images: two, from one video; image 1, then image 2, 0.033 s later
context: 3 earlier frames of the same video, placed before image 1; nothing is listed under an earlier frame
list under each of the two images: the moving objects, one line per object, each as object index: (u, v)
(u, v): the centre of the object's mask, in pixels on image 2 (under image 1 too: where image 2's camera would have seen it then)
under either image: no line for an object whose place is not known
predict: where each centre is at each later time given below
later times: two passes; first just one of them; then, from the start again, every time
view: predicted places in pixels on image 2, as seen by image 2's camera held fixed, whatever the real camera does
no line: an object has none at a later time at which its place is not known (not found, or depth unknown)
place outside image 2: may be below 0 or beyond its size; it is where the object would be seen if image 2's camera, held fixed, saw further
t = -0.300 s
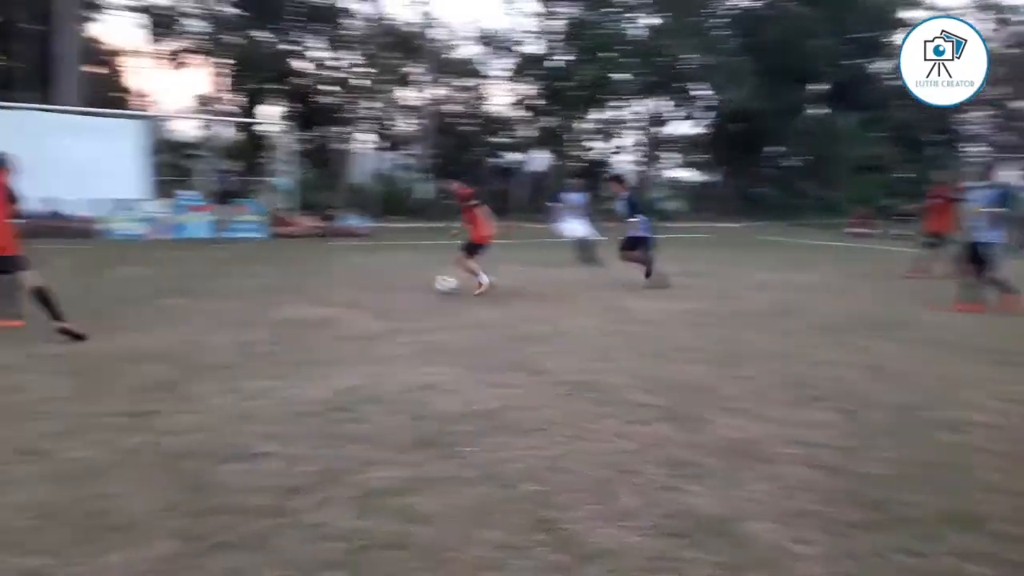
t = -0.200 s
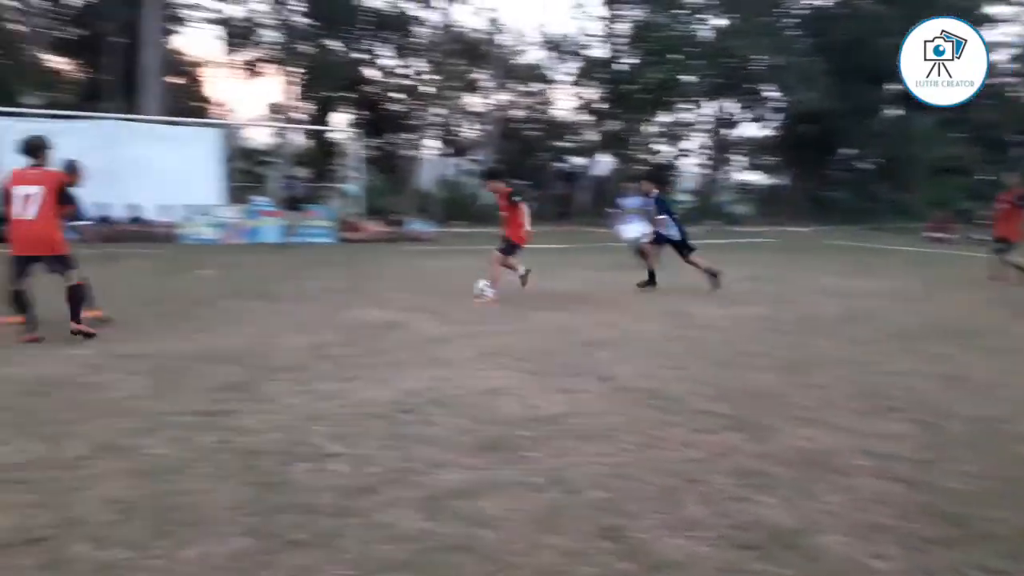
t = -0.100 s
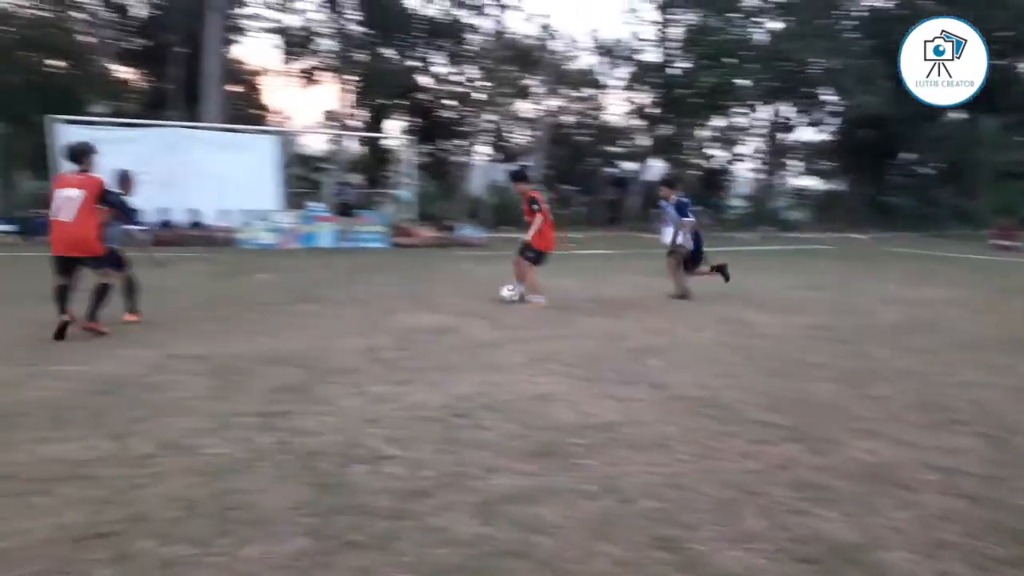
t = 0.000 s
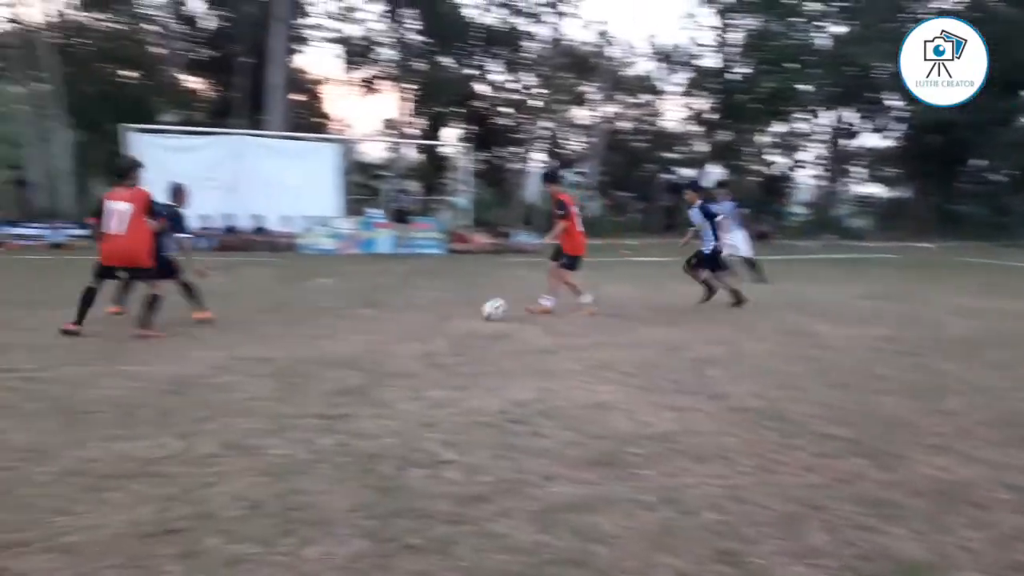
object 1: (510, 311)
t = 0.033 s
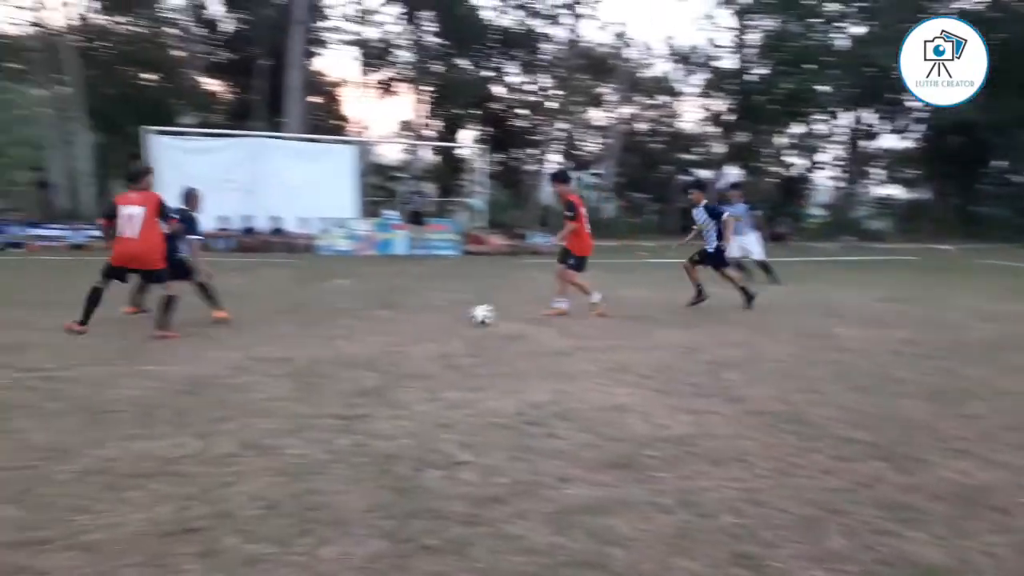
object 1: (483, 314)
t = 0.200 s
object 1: (333, 329)
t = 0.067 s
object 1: (456, 316)
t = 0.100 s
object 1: (428, 316)
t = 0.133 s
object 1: (399, 319)
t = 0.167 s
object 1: (368, 323)
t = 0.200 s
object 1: (333, 329)
